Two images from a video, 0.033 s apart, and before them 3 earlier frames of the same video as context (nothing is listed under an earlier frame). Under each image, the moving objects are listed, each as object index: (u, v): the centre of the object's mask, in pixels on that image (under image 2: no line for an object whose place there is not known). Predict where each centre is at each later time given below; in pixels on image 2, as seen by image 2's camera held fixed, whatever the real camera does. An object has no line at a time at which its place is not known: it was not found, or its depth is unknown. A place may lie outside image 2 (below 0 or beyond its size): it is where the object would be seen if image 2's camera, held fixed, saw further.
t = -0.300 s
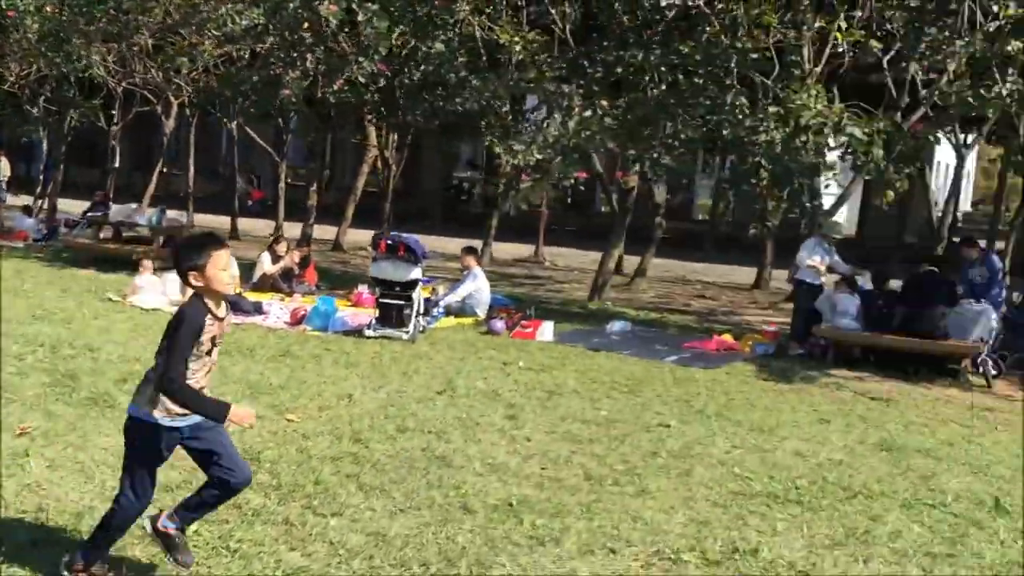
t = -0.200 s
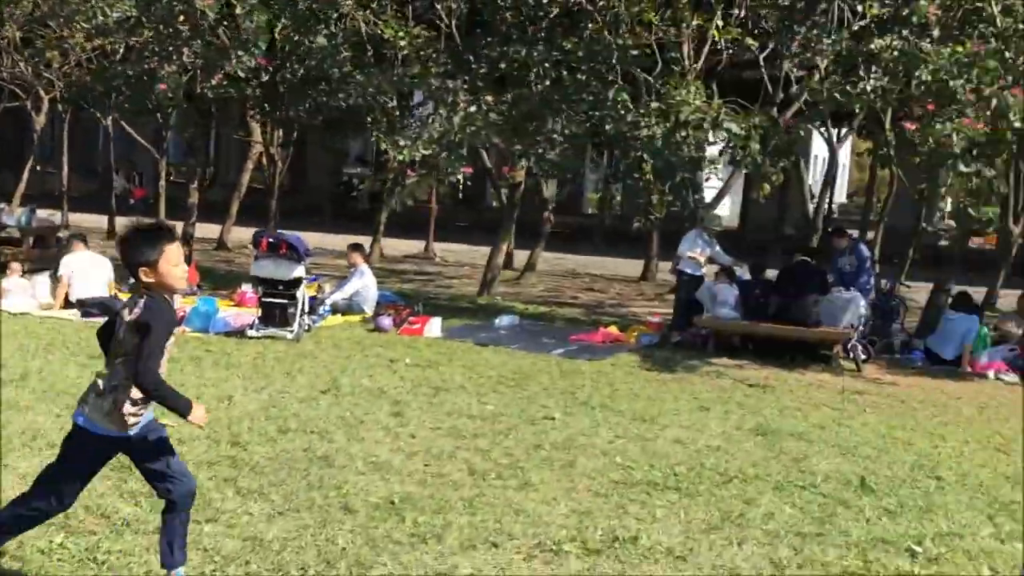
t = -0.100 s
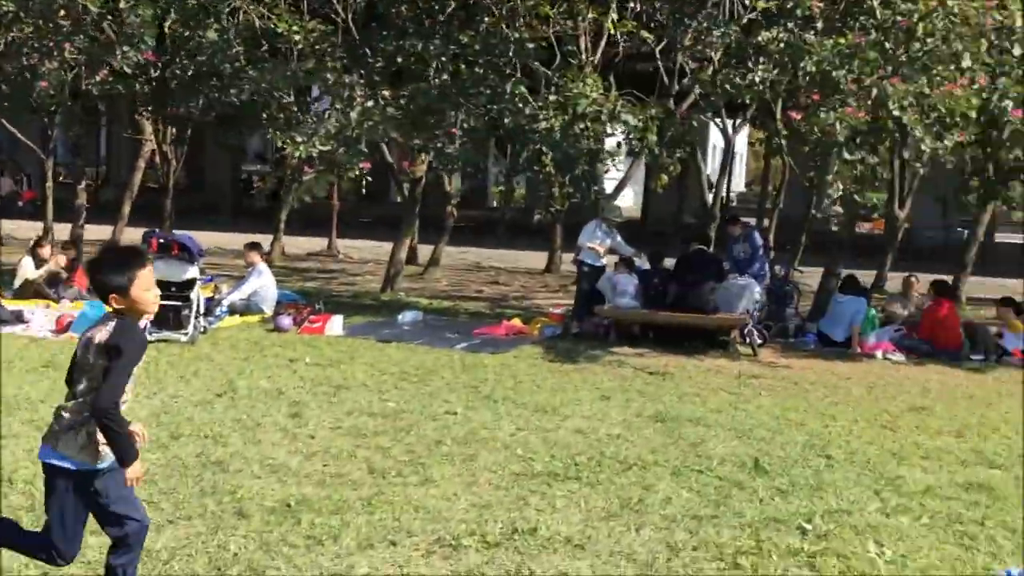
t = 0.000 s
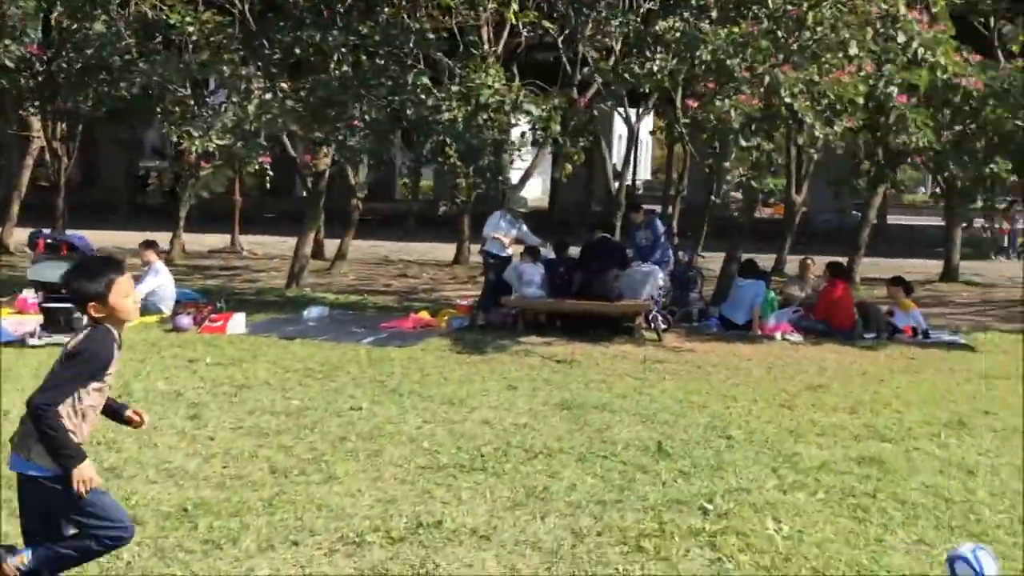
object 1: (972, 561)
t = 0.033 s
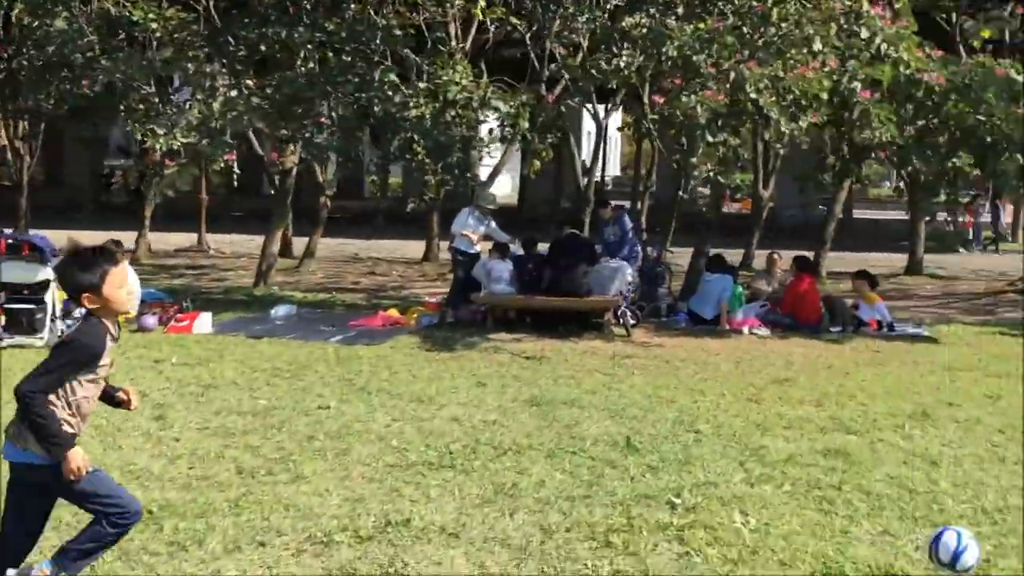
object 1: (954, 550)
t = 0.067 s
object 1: (973, 545)
